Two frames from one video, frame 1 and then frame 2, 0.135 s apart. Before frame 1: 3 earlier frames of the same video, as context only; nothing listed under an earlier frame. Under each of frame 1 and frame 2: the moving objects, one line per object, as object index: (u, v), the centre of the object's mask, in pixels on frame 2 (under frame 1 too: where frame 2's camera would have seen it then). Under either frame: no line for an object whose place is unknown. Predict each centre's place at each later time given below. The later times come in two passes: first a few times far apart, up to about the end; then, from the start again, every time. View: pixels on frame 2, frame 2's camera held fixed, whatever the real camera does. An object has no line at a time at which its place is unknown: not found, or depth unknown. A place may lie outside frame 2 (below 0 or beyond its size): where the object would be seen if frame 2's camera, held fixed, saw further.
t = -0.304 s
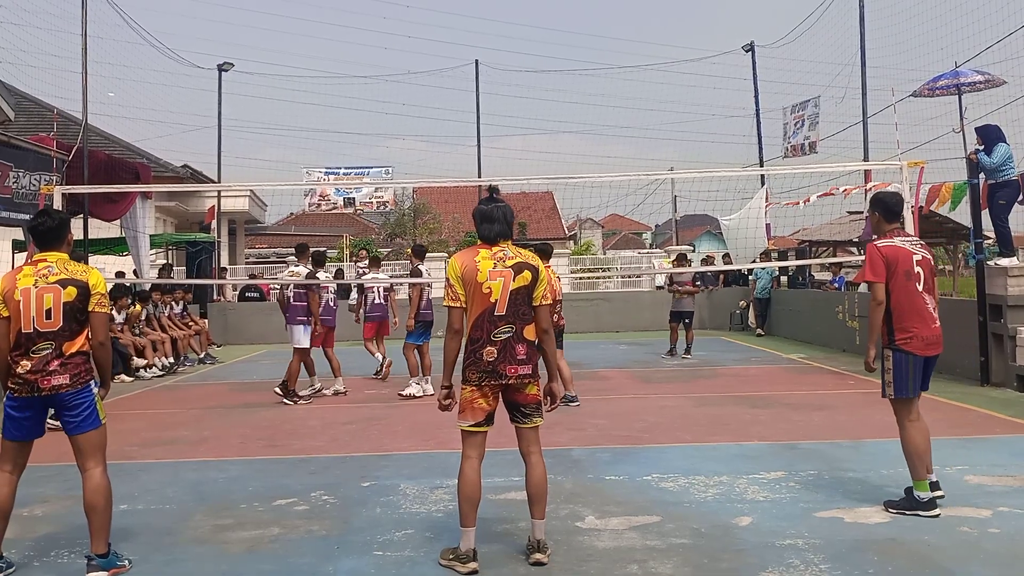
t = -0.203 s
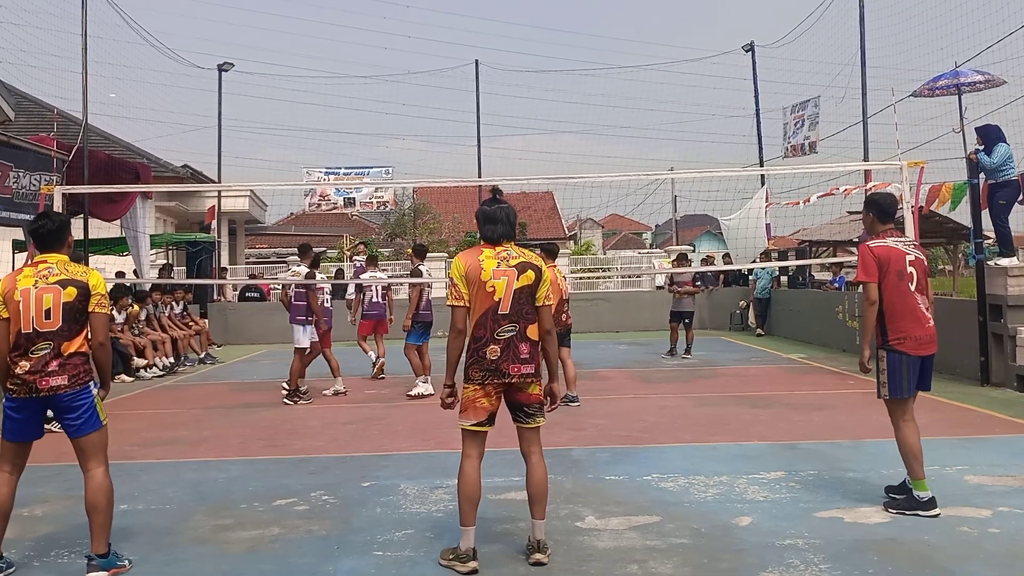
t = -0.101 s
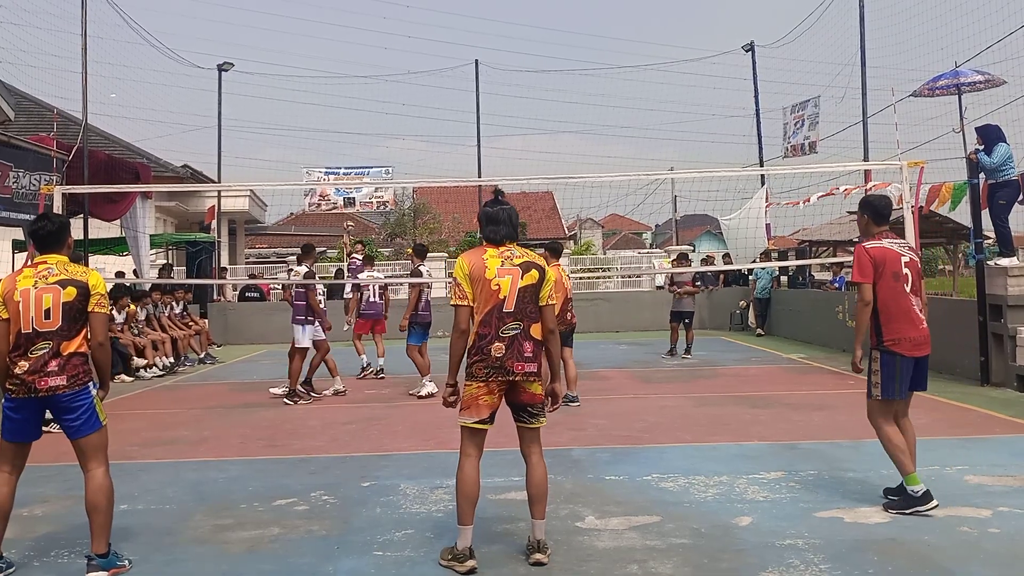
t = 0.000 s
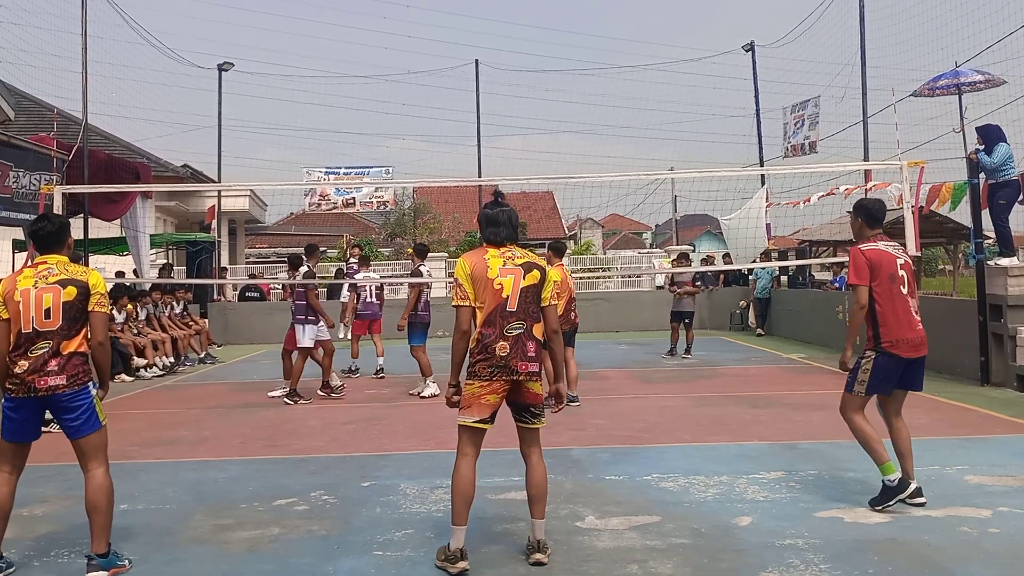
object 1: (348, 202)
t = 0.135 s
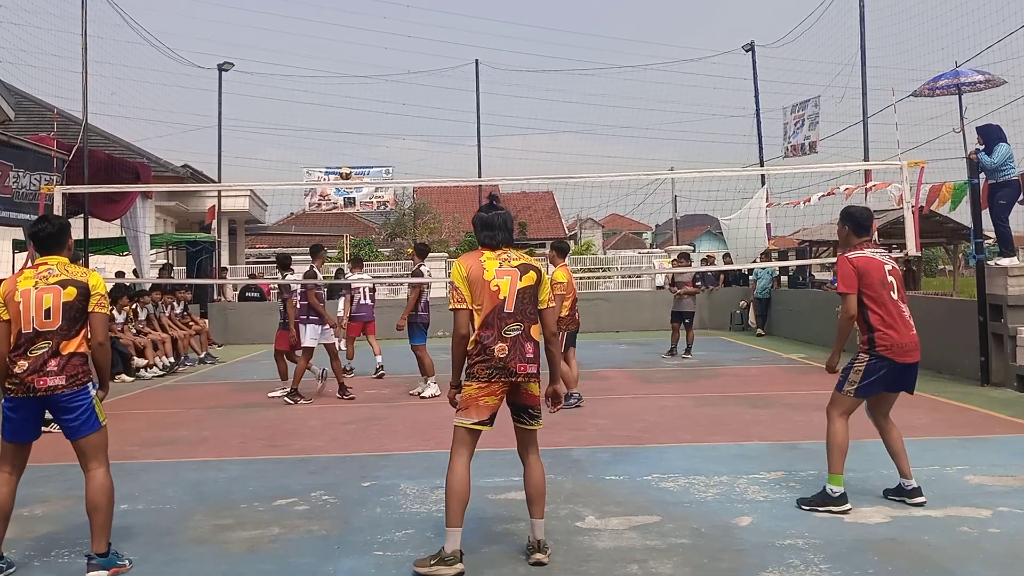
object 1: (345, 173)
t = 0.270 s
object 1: (342, 153)
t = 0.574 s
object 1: (330, 136)
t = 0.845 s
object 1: (320, 201)
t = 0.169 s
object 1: (345, 167)
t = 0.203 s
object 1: (344, 162)
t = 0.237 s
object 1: (343, 157)
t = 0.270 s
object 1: (342, 153)
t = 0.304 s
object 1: (341, 149)
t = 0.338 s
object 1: (340, 143)
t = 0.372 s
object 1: (339, 141)
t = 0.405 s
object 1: (338, 139)
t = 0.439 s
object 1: (336, 136)
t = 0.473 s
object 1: (335, 135)
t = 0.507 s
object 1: (333, 134)
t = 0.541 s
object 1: (332, 135)
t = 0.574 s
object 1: (330, 136)
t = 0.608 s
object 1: (329, 139)
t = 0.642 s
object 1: (328, 143)
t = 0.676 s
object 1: (326, 148)
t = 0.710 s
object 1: (325, 154)
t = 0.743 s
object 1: (324, 162)
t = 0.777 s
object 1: (322, 173)
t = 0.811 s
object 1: (321, 185)
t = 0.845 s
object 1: (320, 201)
